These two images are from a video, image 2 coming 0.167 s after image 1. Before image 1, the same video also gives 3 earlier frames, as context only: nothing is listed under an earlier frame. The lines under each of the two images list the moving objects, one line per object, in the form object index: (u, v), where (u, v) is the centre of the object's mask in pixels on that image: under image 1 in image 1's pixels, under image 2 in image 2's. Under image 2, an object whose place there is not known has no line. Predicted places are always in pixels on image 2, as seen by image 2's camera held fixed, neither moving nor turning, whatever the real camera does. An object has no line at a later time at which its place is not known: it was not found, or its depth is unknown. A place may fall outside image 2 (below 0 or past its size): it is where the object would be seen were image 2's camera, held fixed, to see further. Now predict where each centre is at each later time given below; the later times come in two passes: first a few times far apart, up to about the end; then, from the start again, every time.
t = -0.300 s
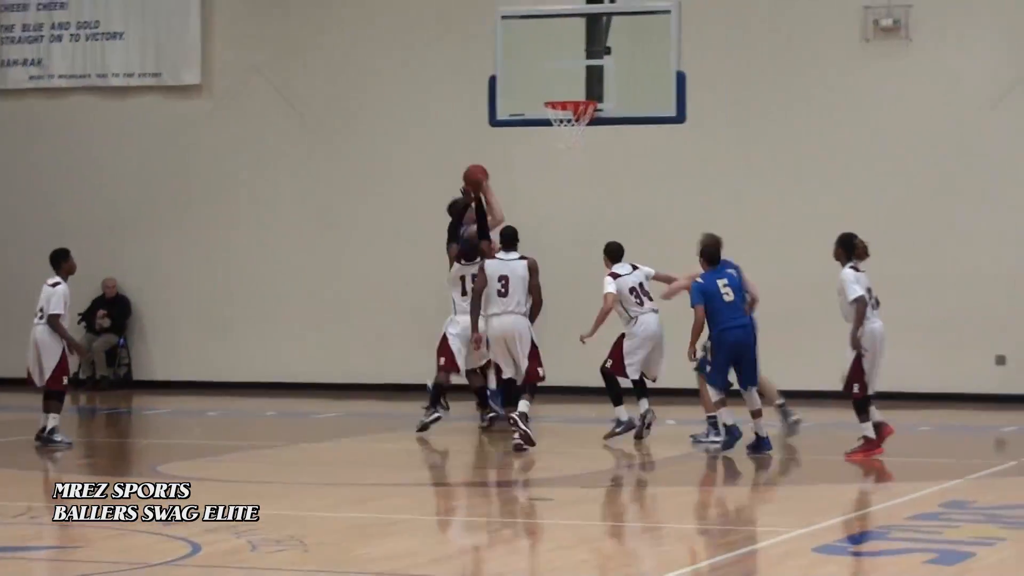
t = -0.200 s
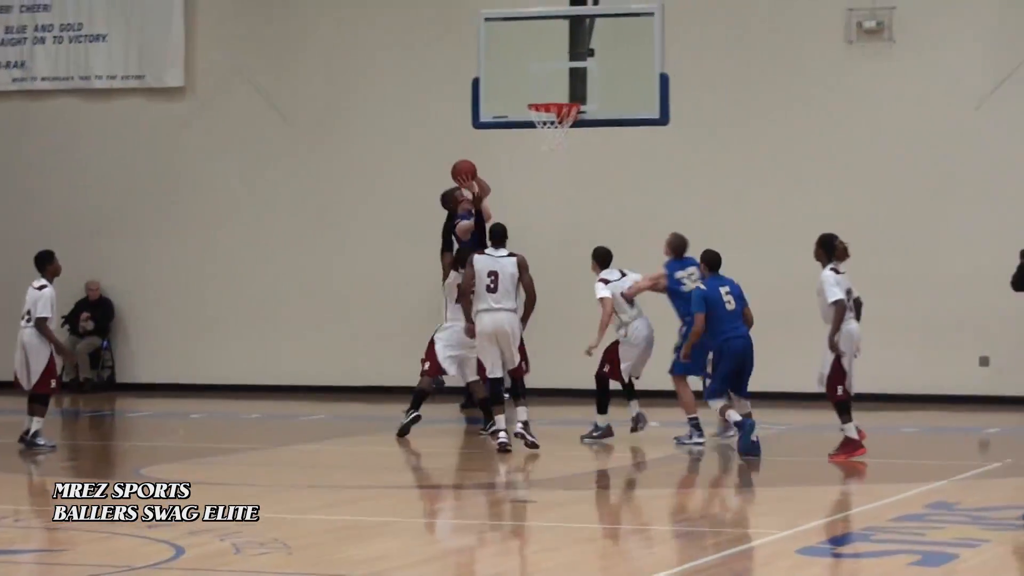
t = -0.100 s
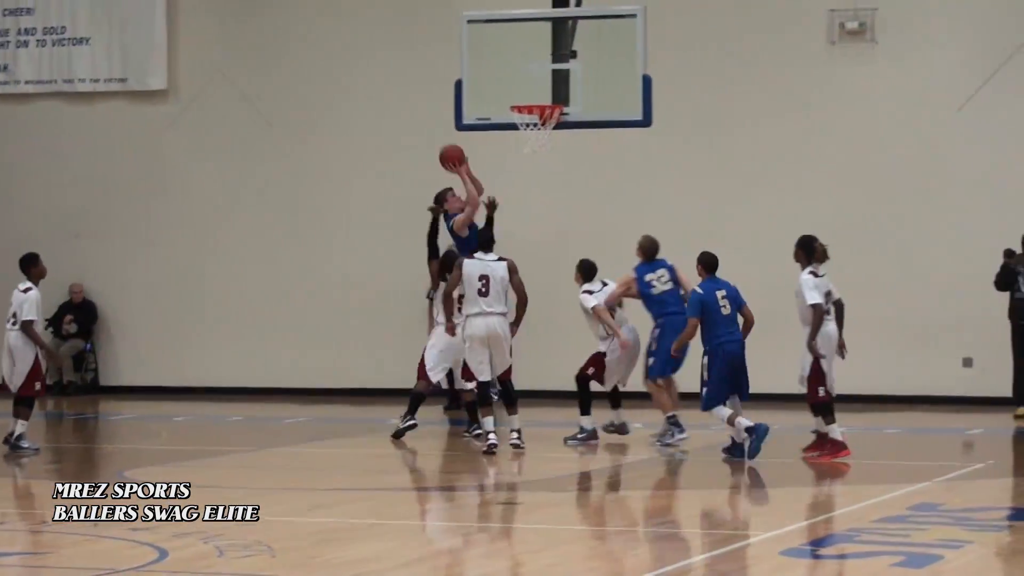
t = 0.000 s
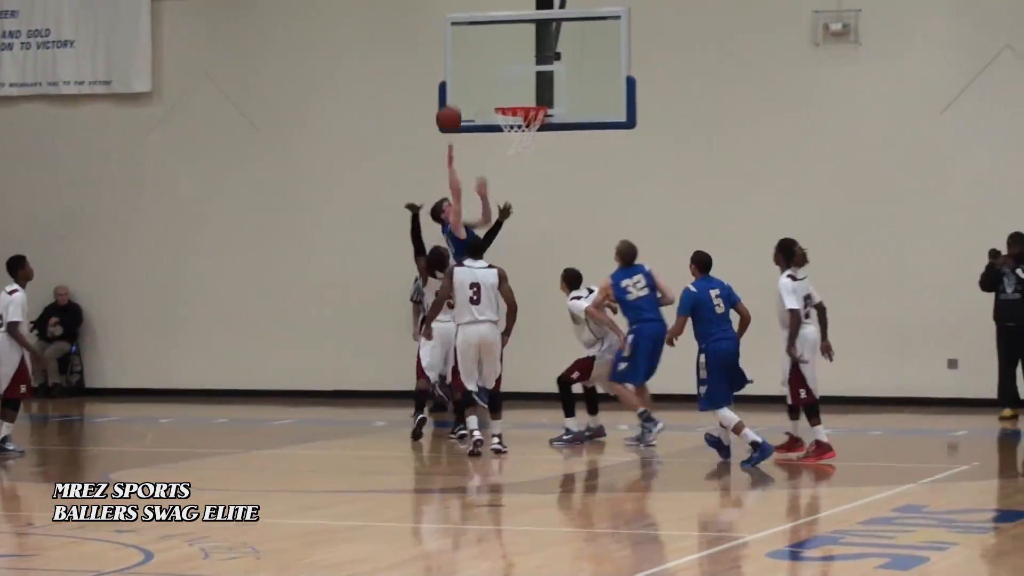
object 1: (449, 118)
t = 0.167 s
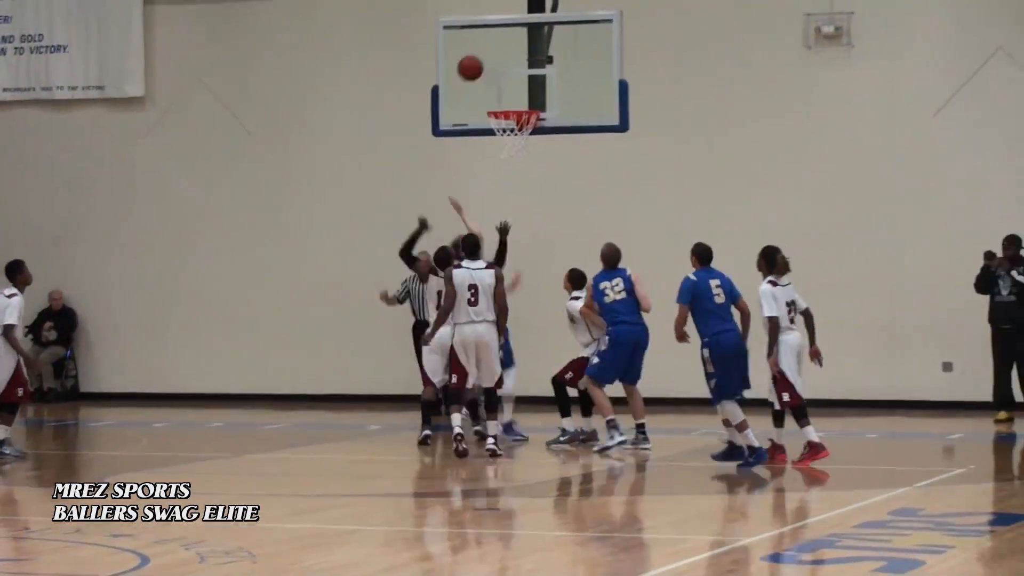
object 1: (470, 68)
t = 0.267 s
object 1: (488, 49)
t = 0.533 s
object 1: (510, 56)
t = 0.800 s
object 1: (521, 131)
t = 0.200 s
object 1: (476, 60)
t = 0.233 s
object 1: (482, 54)
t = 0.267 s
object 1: (488, 49)
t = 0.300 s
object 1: (494, 45)
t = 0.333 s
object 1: (499, 43)
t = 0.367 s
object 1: (501, 42)
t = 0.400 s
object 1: (503, 43)
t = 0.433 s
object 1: (505, 44)
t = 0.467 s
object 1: (507, 47)
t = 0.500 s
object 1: (508, 51)
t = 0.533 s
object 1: (510, 56)
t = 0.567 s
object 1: (512, 63)
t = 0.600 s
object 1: (514, 70)
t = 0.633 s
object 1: (515, 79)
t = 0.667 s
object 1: (517, 89)
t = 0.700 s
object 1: (520, 100)
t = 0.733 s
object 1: (521, 105)
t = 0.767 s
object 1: (522, 126)
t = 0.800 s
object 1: (521, 131)
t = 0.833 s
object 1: (519, 142)
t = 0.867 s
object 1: (517, 151)
